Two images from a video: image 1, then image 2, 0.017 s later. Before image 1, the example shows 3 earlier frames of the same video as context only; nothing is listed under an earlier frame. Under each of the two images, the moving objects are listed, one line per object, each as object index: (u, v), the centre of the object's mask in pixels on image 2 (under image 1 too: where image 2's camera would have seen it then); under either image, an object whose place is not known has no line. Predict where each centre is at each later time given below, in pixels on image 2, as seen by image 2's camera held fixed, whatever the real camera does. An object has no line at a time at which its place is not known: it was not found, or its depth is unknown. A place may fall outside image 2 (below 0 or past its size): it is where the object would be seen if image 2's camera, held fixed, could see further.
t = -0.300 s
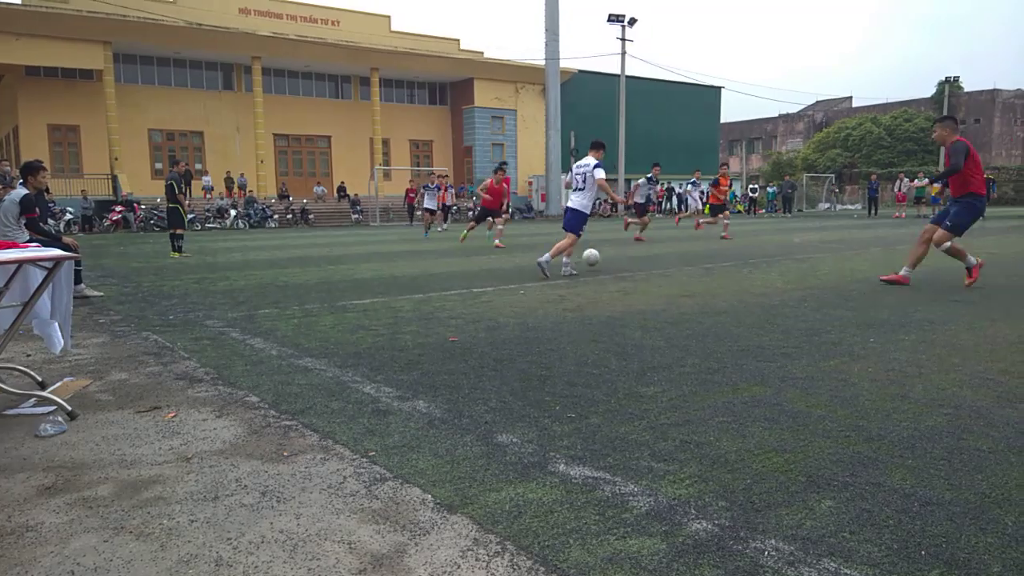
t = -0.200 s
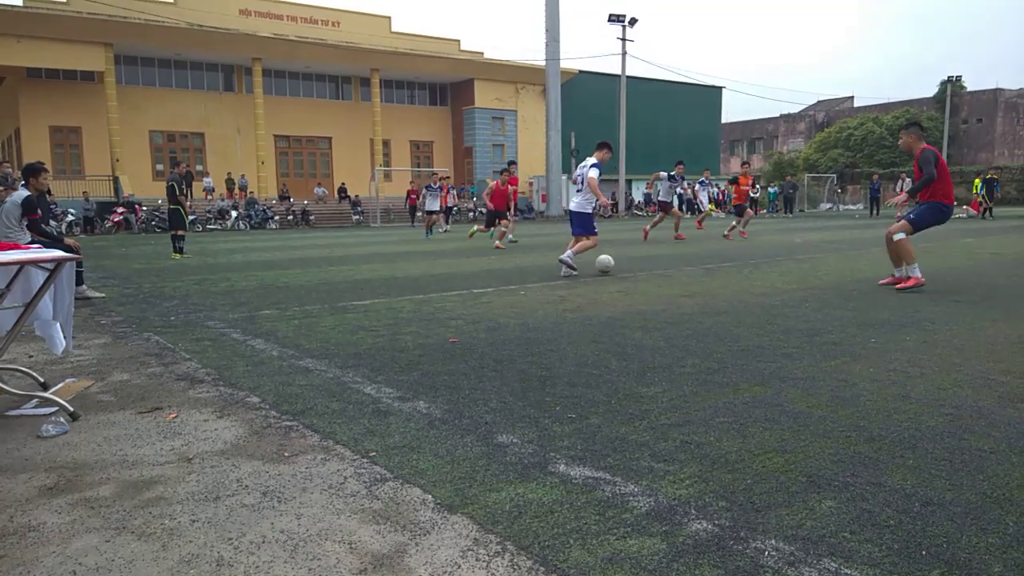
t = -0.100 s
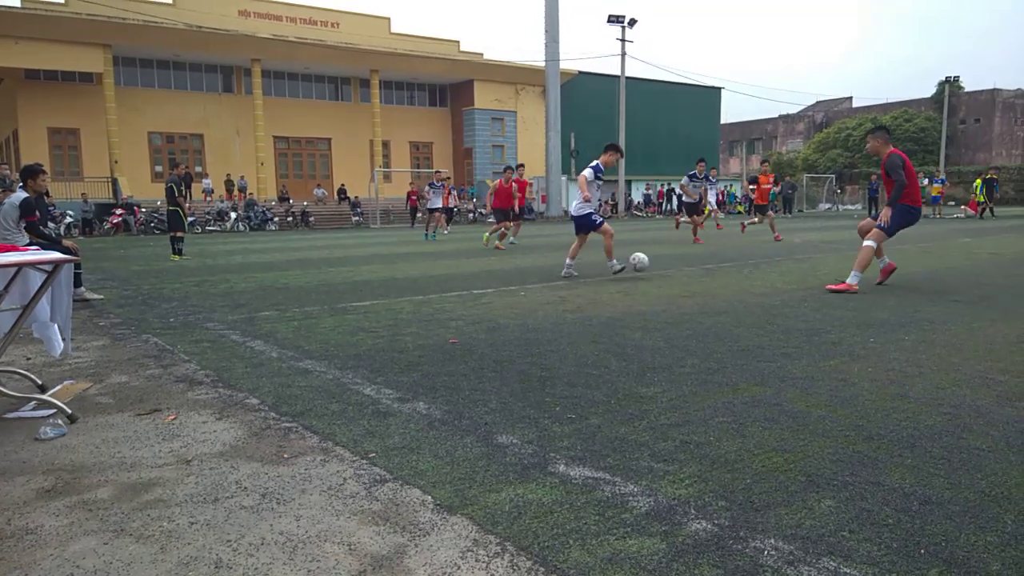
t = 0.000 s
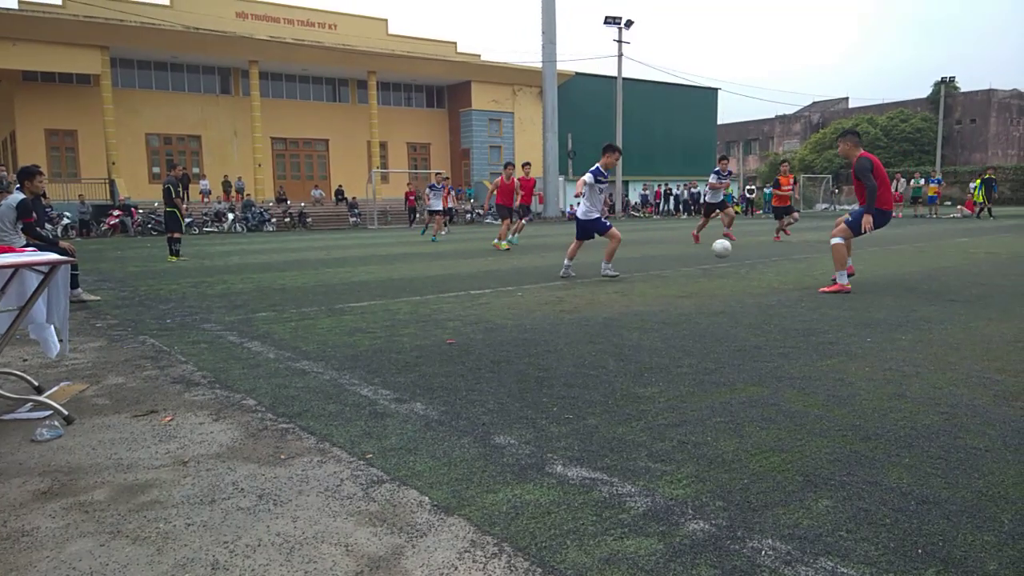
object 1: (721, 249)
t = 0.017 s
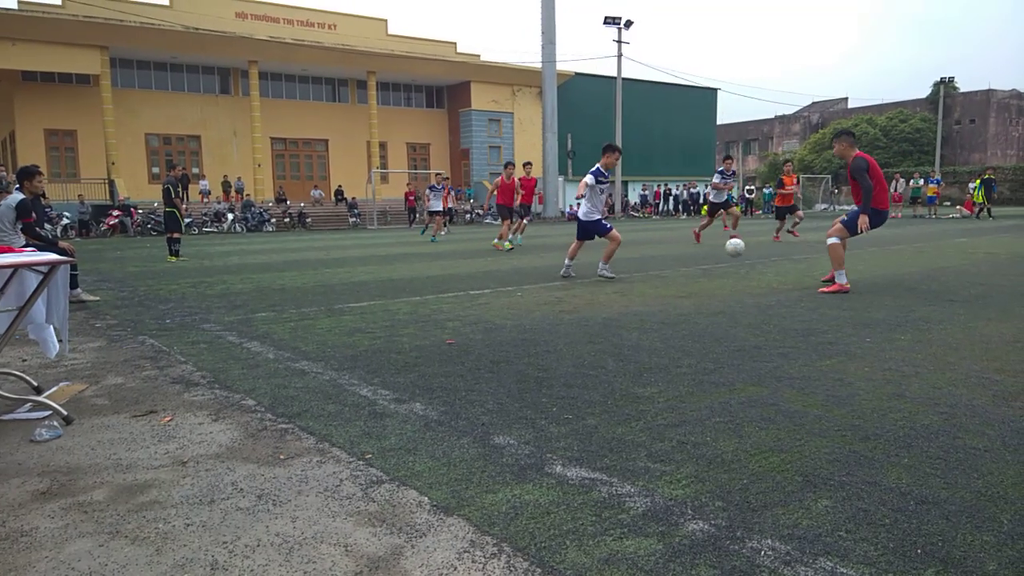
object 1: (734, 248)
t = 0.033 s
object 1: (749, 246)
